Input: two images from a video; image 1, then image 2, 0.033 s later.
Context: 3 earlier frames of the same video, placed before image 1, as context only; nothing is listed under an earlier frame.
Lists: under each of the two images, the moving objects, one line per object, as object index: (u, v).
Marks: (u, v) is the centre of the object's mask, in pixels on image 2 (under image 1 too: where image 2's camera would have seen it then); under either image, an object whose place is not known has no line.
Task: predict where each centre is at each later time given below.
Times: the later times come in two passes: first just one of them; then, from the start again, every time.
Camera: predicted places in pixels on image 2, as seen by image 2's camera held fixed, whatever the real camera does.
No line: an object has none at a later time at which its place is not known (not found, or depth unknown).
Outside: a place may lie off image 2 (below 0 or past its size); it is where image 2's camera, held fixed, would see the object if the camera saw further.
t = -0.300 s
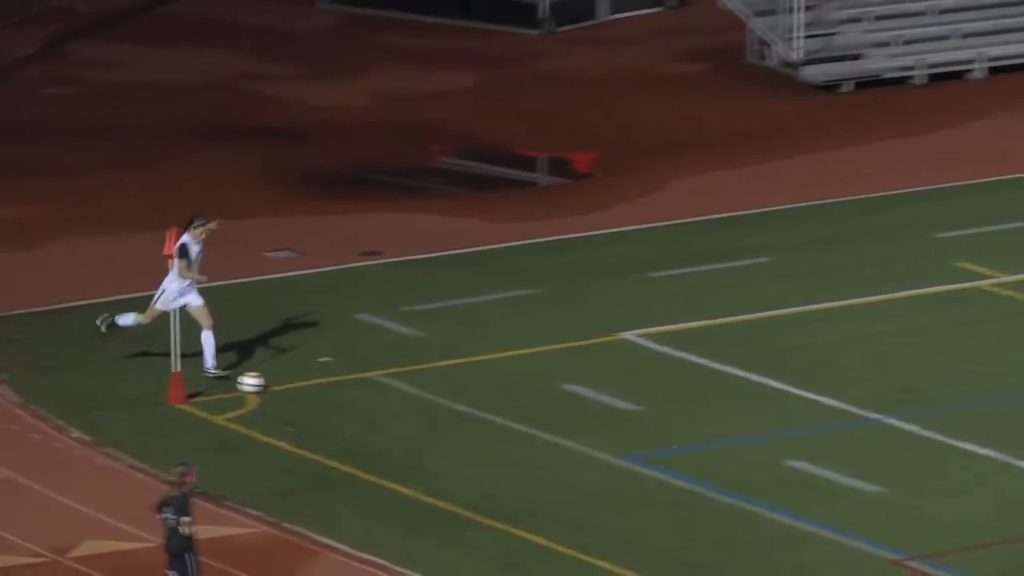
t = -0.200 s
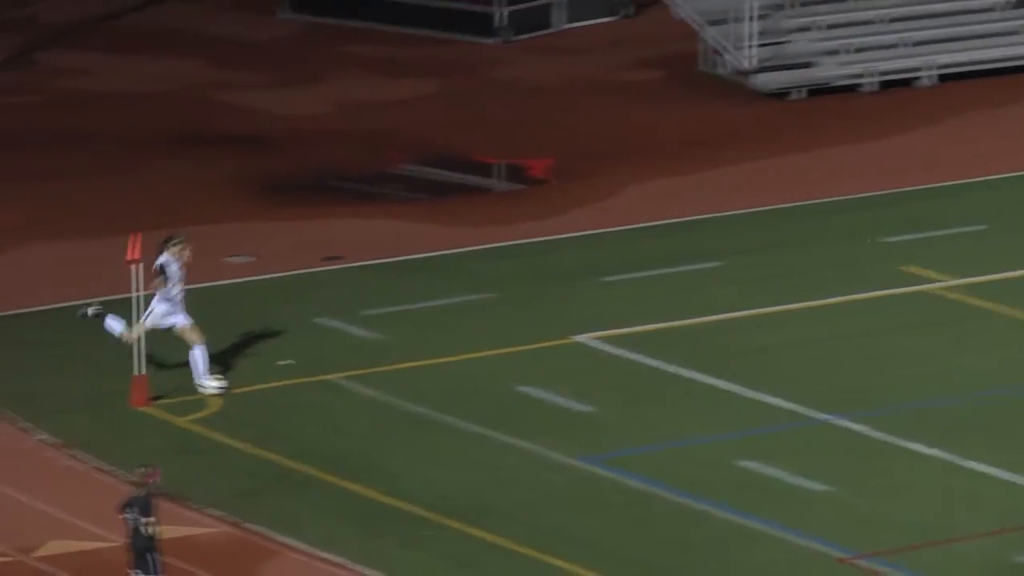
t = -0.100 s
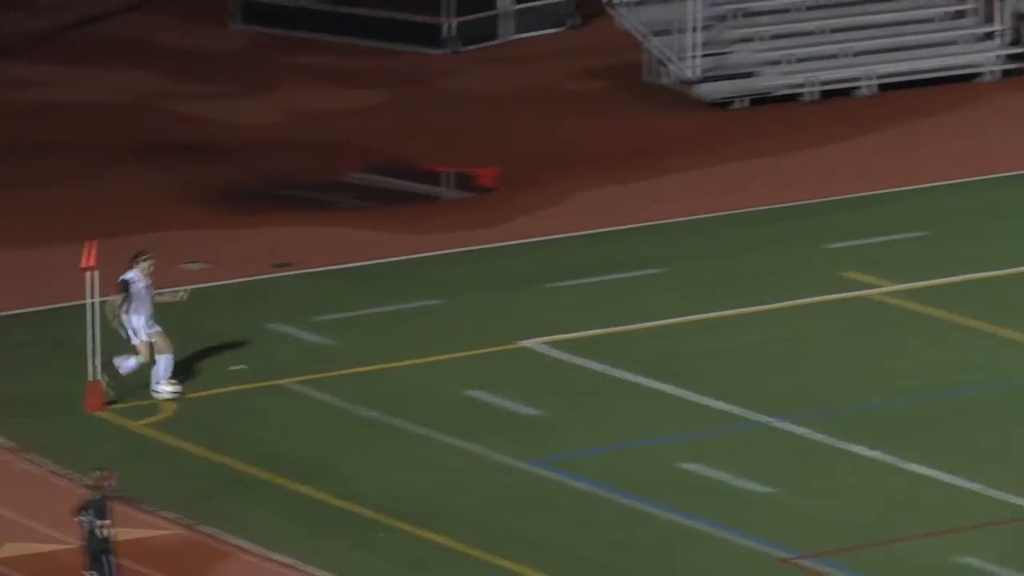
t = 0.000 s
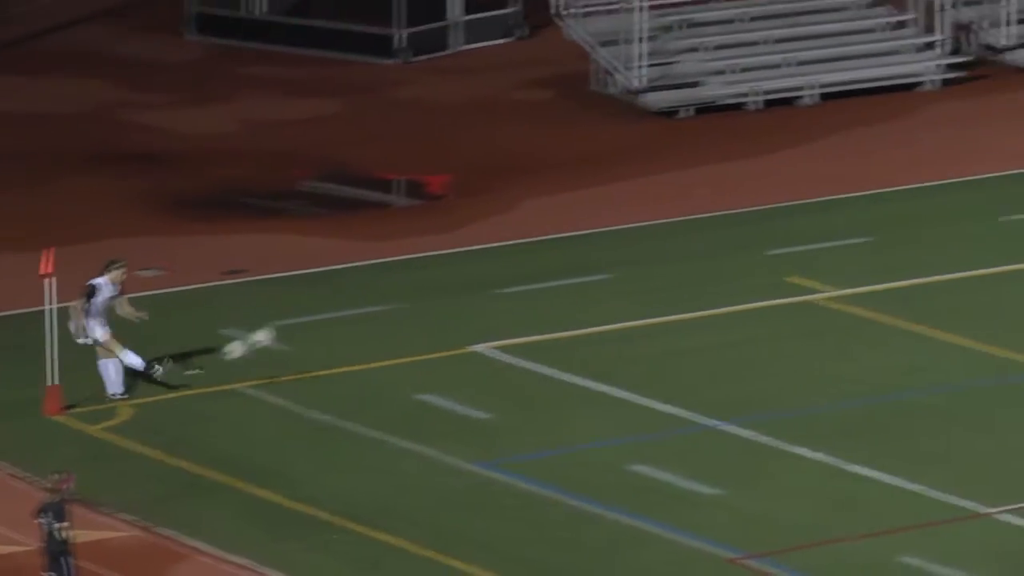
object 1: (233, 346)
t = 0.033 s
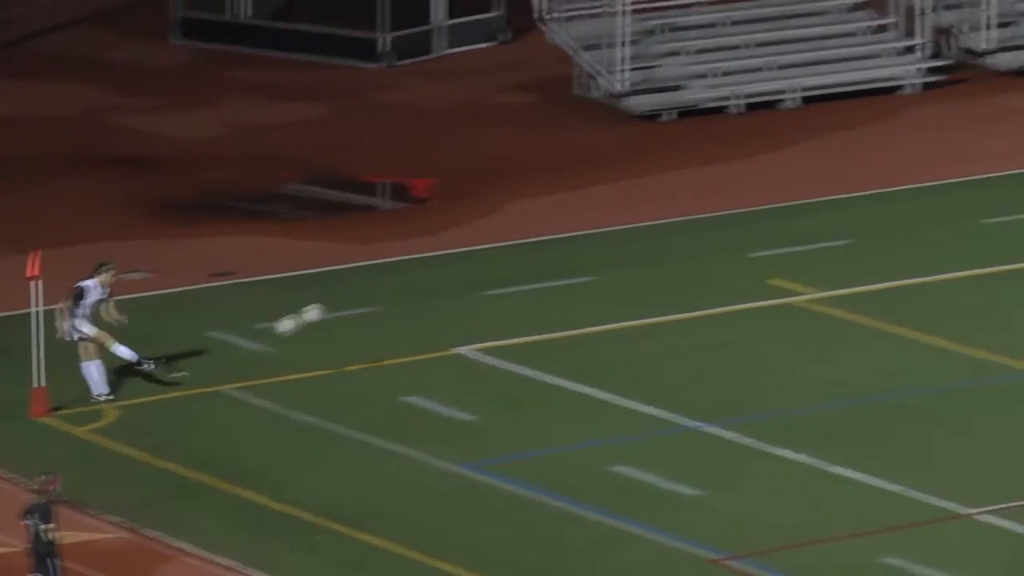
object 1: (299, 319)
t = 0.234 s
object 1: (668, 182)
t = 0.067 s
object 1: (363, 295)
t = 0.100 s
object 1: (426, 271)
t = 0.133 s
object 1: (488, 248)
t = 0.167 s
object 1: (549, 225)
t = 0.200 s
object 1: (608, 203)
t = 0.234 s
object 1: (668, 182)
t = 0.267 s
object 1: (726, 161)
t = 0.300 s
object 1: (782, 142)
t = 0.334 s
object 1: (838, 123)
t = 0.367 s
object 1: (893, 105)
